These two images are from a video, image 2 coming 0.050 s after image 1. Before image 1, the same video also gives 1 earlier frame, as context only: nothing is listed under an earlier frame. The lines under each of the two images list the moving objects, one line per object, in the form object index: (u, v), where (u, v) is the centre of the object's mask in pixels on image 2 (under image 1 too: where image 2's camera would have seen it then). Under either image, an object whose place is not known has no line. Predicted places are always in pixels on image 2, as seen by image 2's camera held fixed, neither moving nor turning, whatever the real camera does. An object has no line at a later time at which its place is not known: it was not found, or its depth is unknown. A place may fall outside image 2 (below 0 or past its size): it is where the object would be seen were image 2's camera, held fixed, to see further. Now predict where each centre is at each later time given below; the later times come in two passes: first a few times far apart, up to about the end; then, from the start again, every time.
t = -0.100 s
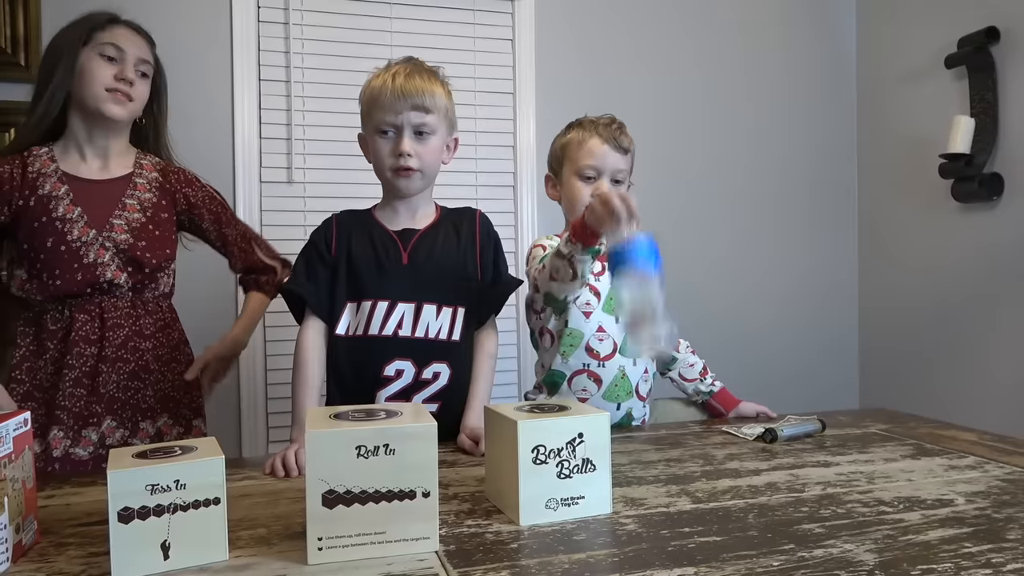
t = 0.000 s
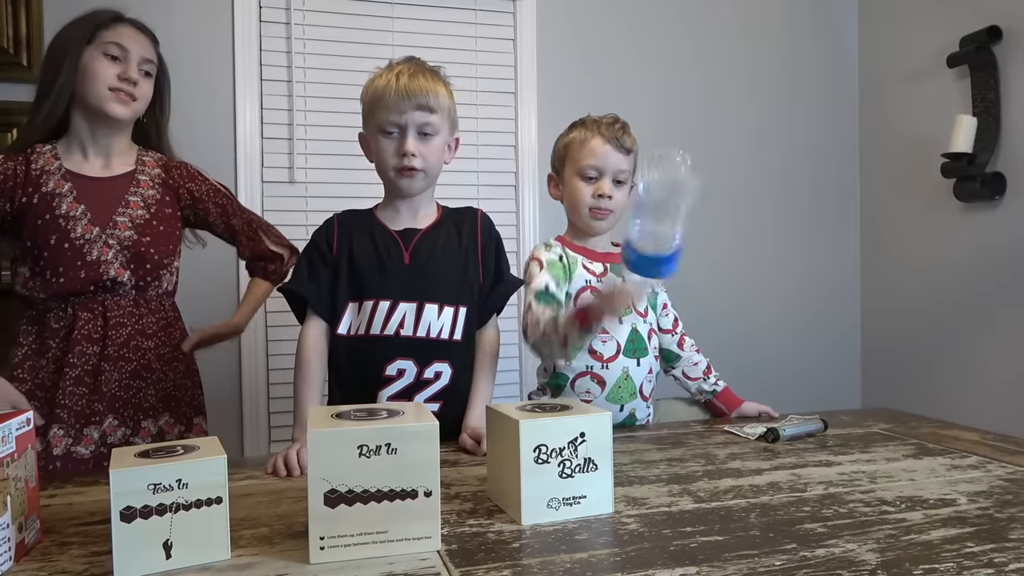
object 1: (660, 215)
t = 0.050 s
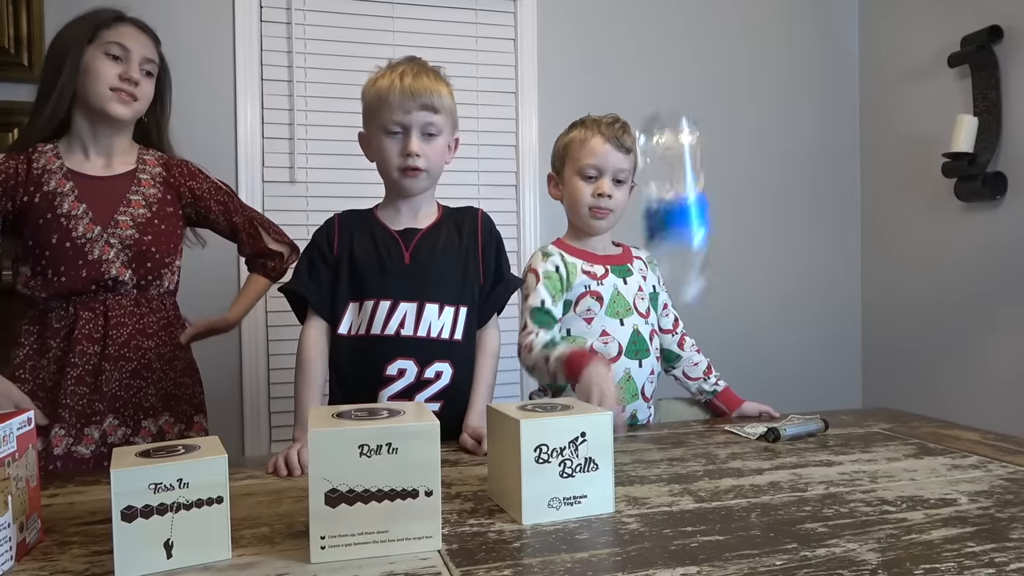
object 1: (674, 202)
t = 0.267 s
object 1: (705, 234)
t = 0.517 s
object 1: (713, 455)
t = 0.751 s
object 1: (713, 455)
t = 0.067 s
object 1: (679, 188)
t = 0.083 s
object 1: (684, 172)
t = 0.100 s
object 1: (687, 160)
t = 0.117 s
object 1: (692, 146)
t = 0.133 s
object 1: (692, 136)
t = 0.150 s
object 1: (692, 135)
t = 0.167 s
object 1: (694, 137)
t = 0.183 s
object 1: (694, 145)
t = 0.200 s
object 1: (696, 154)
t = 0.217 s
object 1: (698, 172)
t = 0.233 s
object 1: (699, 191)
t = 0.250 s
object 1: (703, 208)
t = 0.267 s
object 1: (705, 234)
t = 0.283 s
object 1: (705, 260)
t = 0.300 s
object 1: (705, 304)
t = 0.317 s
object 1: (707, 340)
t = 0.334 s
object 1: (709, 385)
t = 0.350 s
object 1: (711, 435)
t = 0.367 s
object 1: (713, 454)
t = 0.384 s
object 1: (715, 452)
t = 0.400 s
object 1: (714, 453)
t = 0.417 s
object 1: (713, 453)
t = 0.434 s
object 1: (713, 454)
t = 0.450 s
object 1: (713, 454)
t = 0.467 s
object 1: (714, 455)
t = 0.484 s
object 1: (714, 455)
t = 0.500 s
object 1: (714, 454)
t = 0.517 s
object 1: (713, 455)
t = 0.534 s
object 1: (713, 455)
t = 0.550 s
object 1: (714, 454)
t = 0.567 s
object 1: (714, 454)
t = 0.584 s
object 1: (713, 455)
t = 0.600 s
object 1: (713, 455)
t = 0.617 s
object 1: (713, 455)
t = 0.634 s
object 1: (713, 455)
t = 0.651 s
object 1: (713, 454)
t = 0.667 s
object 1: (713, 454)
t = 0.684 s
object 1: (713, 455)
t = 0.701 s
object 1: (713, 455)
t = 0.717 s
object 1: (713, 455)
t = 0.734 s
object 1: (713, 455)
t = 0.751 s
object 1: (713, 455)
